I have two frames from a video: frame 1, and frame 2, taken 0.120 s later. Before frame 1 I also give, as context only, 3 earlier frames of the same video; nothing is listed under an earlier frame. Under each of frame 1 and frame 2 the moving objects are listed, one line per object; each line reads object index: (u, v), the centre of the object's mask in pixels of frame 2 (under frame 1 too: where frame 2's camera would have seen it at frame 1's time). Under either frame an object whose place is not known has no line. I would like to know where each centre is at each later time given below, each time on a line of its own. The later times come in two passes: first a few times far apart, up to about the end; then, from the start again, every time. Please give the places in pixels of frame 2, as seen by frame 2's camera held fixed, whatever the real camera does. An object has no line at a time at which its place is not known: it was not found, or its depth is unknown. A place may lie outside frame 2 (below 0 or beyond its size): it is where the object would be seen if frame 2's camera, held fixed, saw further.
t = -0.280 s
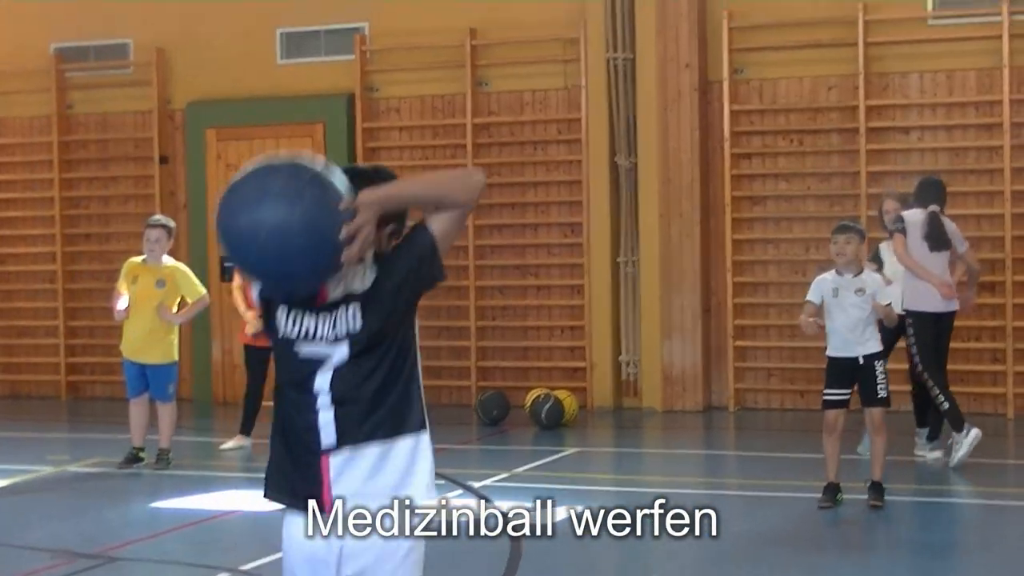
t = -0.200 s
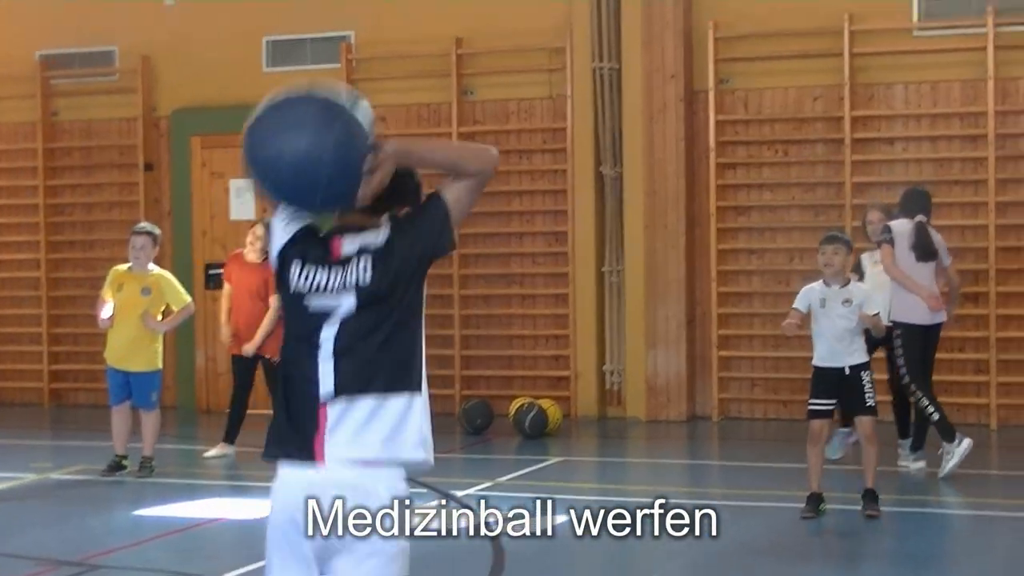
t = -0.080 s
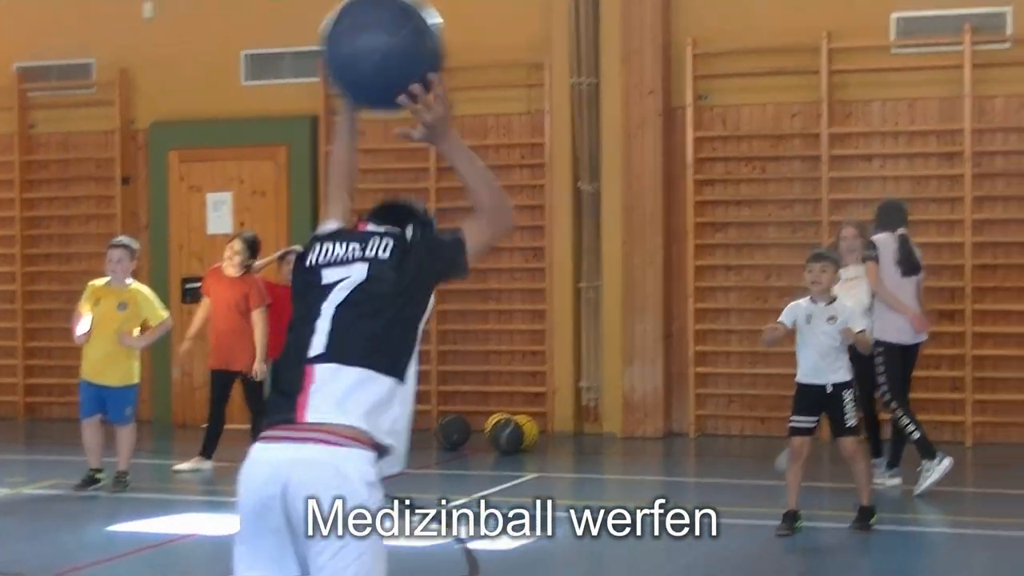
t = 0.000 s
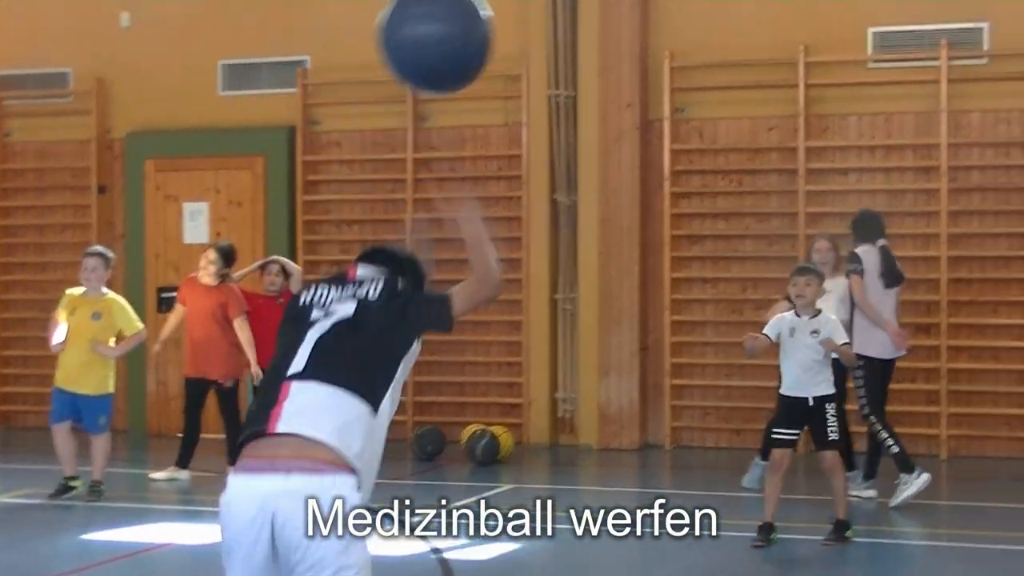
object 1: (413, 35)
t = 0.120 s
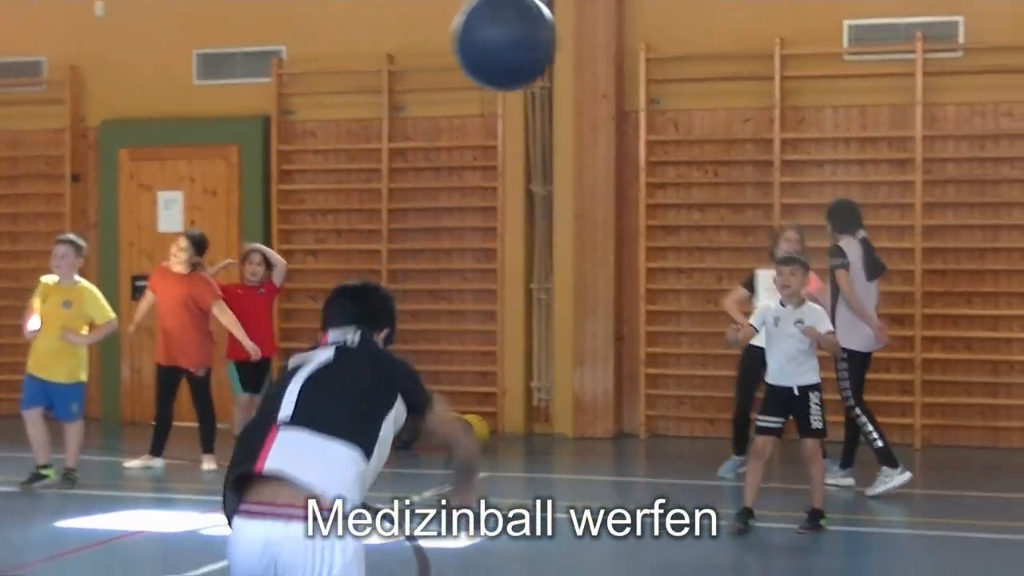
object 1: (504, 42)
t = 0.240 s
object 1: (577, 96)
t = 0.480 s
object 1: (687, 310)
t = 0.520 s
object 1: (704, 354)
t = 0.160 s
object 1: (530, 54)
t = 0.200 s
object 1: (554, 73)
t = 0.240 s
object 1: (577, 96)
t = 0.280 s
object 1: (599, 123)
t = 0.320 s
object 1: (620, 155)
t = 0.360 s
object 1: (638, 189)
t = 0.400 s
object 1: (655, 226)
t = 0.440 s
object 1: (672, 266)
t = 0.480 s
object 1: (687, 310)
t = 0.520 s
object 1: (704, 354)
